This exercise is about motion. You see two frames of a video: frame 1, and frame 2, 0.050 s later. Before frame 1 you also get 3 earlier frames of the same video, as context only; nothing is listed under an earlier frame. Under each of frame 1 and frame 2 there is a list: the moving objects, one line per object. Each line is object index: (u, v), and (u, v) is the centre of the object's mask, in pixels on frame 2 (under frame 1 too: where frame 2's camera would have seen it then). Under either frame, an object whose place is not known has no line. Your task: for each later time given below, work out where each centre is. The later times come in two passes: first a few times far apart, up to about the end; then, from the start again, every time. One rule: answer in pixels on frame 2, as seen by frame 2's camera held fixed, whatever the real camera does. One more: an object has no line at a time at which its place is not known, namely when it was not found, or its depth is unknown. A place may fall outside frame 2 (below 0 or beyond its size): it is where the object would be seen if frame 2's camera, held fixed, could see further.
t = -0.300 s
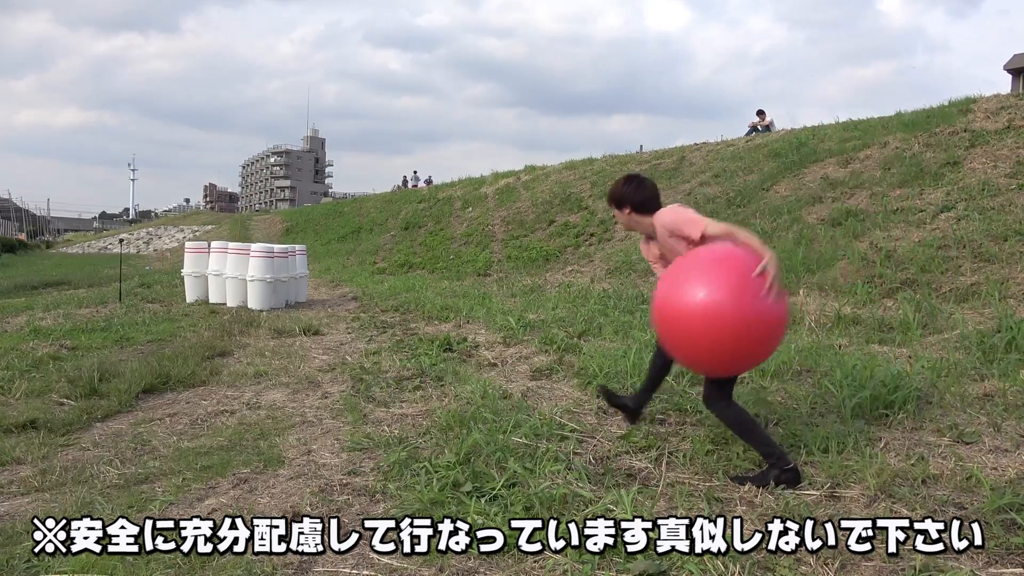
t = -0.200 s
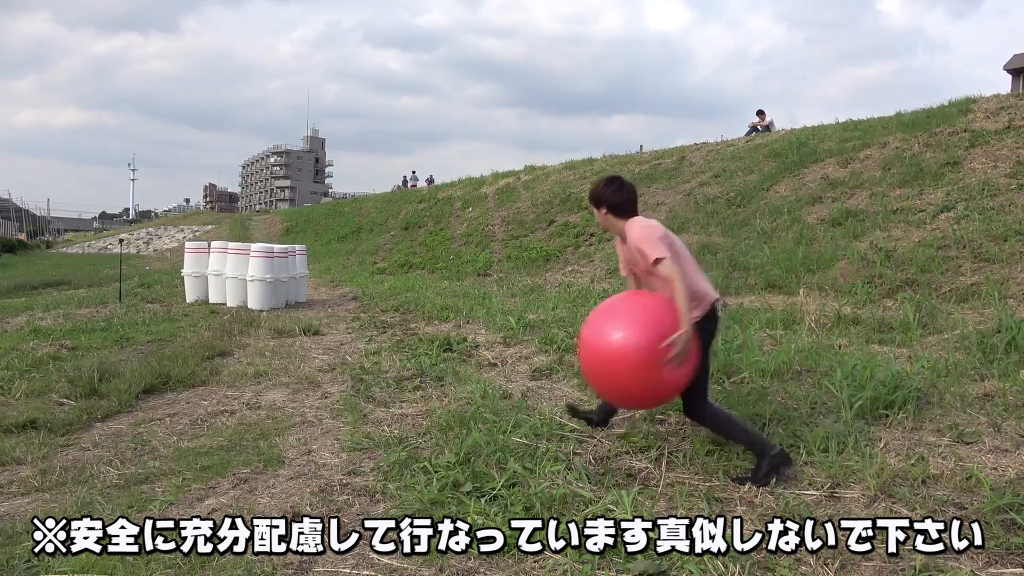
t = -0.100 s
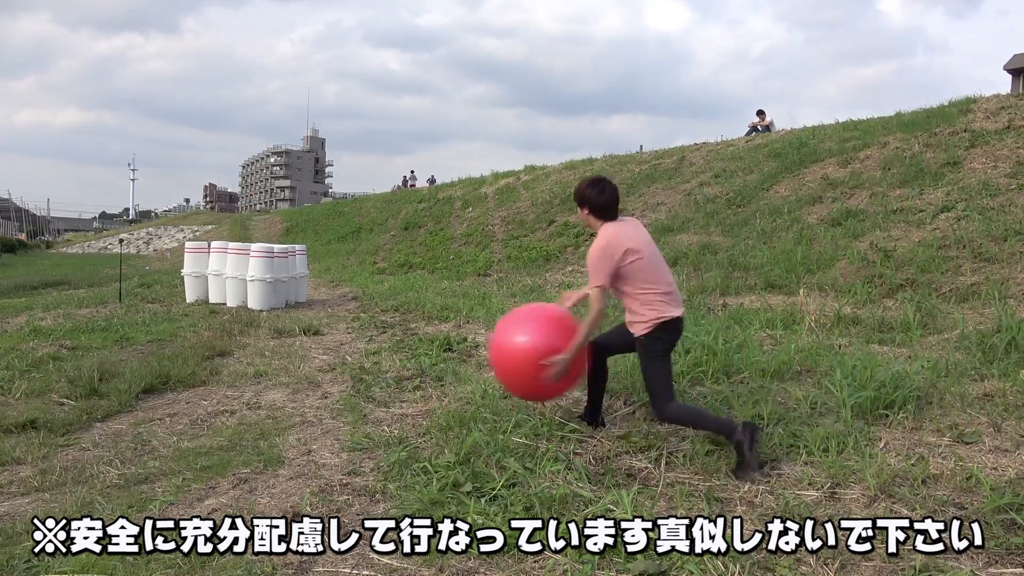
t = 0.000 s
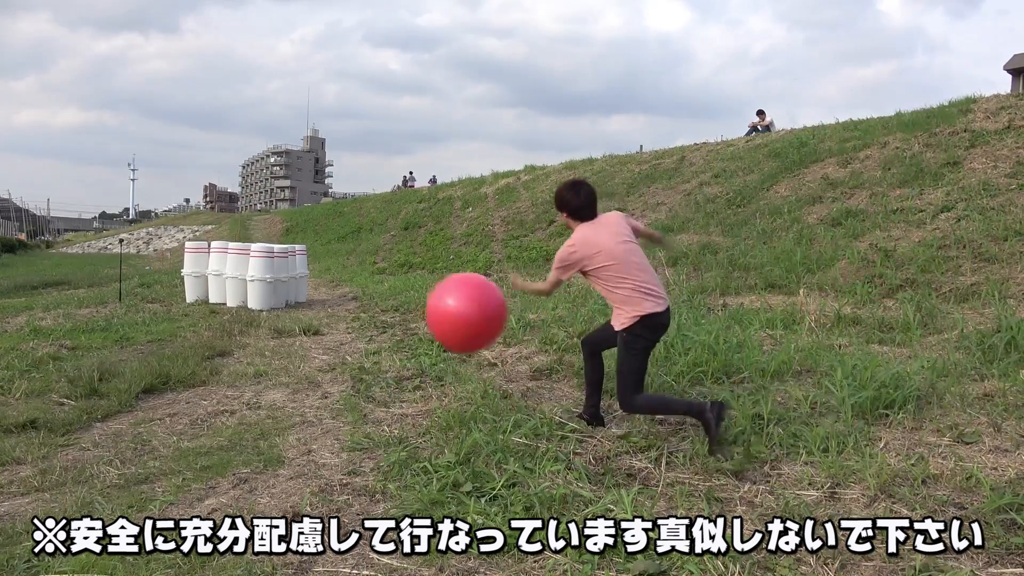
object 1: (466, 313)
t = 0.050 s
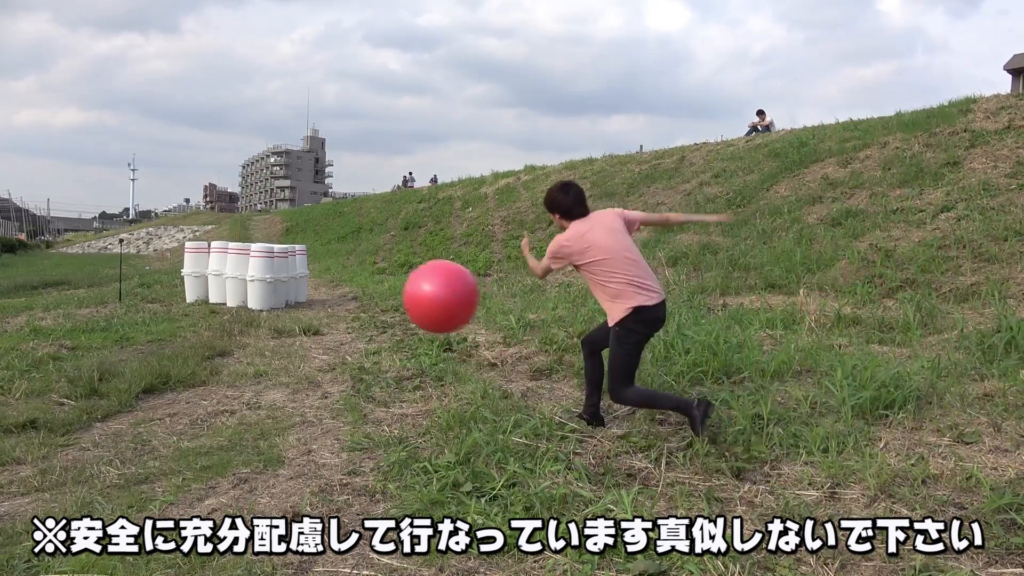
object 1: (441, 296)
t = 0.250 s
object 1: (370, 277)
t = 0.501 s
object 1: (320, 308)
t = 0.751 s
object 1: (294, 272)
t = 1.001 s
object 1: (303, 248)
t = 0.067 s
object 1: (432, 292)
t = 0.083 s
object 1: (426, 289)
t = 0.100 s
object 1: (419, 286)
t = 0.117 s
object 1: (412, 283)
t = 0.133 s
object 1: (407, 281)
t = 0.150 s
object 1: (400, 279)
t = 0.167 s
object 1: (394, 278)
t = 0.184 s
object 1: (389, 277)
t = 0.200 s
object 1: (384, 276)
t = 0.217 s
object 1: (379, 276)
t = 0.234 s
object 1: (374, 276)
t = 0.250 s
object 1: (370, 277)
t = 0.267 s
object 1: (366, 278)
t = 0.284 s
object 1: (362, 279)
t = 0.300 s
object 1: (358, 280)
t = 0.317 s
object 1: (354, 281)
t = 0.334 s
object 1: (350, 283)
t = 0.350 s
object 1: (346, 285)
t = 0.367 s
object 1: (343, 287)
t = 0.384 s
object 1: (340, 289)
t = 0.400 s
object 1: (337, 292)
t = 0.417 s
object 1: (334, 295)
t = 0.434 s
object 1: (331, 297)
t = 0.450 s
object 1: (328, 300)
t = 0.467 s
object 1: (325, 303)
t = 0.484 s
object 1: (323, 306)
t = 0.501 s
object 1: (320, 308)
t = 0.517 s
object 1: (318, 310)
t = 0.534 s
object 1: (317, 309)
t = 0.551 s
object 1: (315, 306)
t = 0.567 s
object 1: (313, 302)
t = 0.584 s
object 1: (311, 298)
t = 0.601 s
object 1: (309, 294)
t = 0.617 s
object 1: (307, 291)
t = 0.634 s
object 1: (305, 287)
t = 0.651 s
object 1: (303, 284)
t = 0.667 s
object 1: (301, 282)
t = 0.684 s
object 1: (300, 279)
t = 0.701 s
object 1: (298, 277)
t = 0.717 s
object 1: (296, 275)
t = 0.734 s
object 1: (295, 273)
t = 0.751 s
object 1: (294, 272)
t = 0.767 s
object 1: (292, 270)
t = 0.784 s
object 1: (290, 268)
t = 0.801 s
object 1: (289, 267)
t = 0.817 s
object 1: (287, 267)
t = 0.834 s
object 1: (286, 266)
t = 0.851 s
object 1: (284, 265)
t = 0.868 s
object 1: (283, 264)
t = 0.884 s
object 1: (282, 262)
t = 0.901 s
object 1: (284, 259)
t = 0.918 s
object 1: (286, 257)
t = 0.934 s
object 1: (290, 254)
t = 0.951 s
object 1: (294, 253)
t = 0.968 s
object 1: (297, 251)
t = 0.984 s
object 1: (300, 249)
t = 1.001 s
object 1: (303, 248)
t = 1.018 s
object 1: (307, 247)
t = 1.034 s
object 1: (309, 246)
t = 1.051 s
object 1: (313, 245)
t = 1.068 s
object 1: (316, 244)
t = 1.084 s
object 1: (319, 243)
